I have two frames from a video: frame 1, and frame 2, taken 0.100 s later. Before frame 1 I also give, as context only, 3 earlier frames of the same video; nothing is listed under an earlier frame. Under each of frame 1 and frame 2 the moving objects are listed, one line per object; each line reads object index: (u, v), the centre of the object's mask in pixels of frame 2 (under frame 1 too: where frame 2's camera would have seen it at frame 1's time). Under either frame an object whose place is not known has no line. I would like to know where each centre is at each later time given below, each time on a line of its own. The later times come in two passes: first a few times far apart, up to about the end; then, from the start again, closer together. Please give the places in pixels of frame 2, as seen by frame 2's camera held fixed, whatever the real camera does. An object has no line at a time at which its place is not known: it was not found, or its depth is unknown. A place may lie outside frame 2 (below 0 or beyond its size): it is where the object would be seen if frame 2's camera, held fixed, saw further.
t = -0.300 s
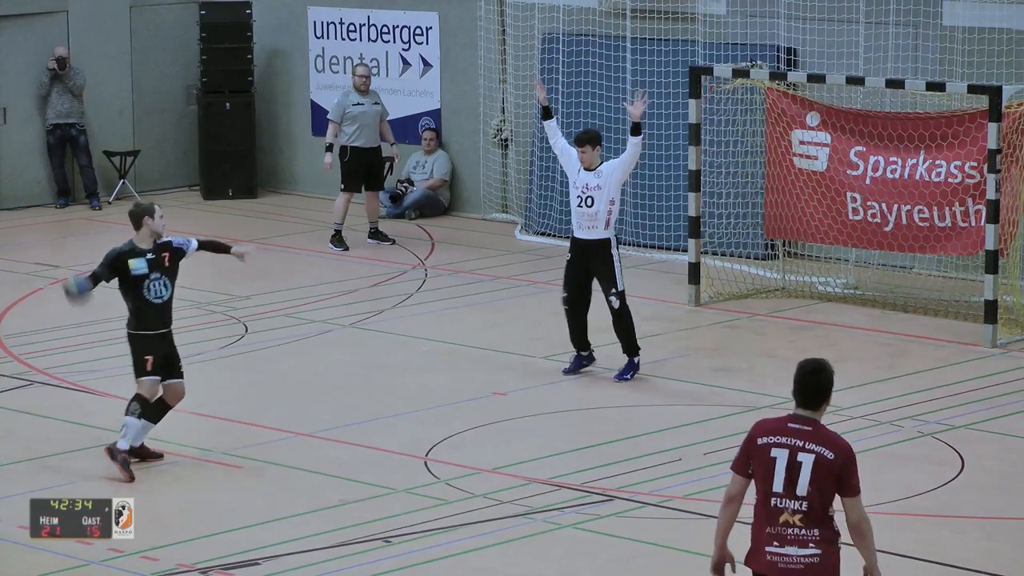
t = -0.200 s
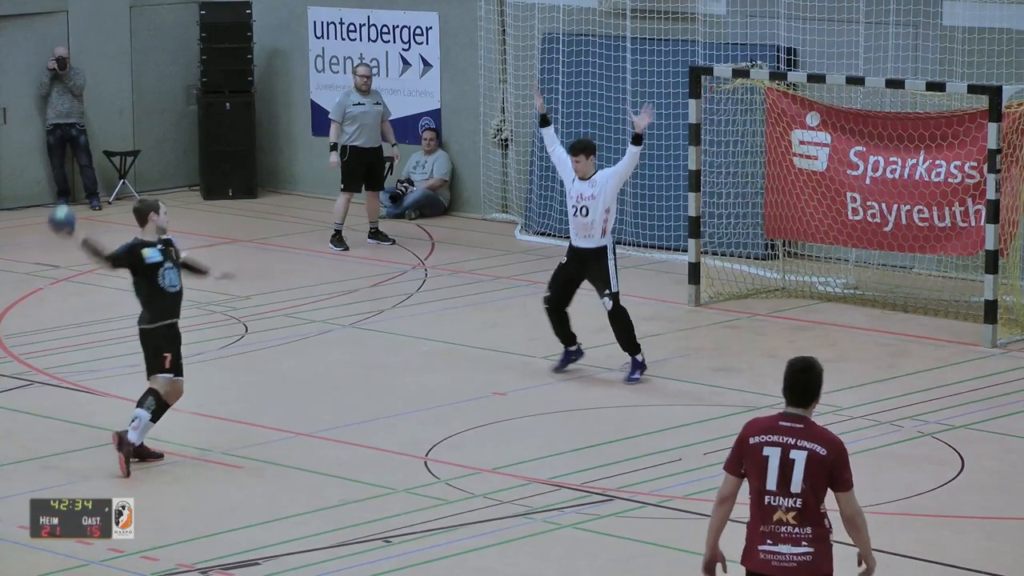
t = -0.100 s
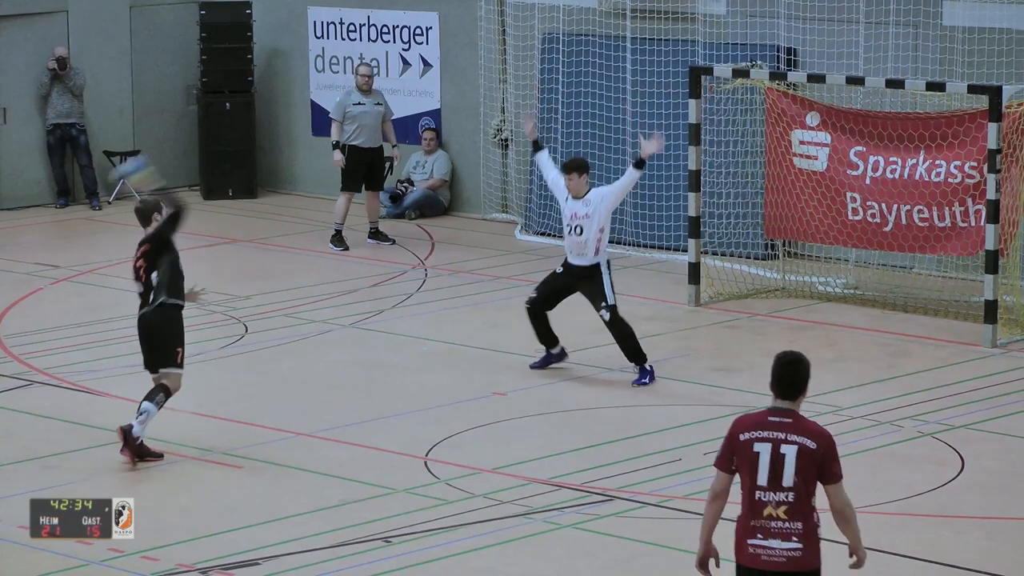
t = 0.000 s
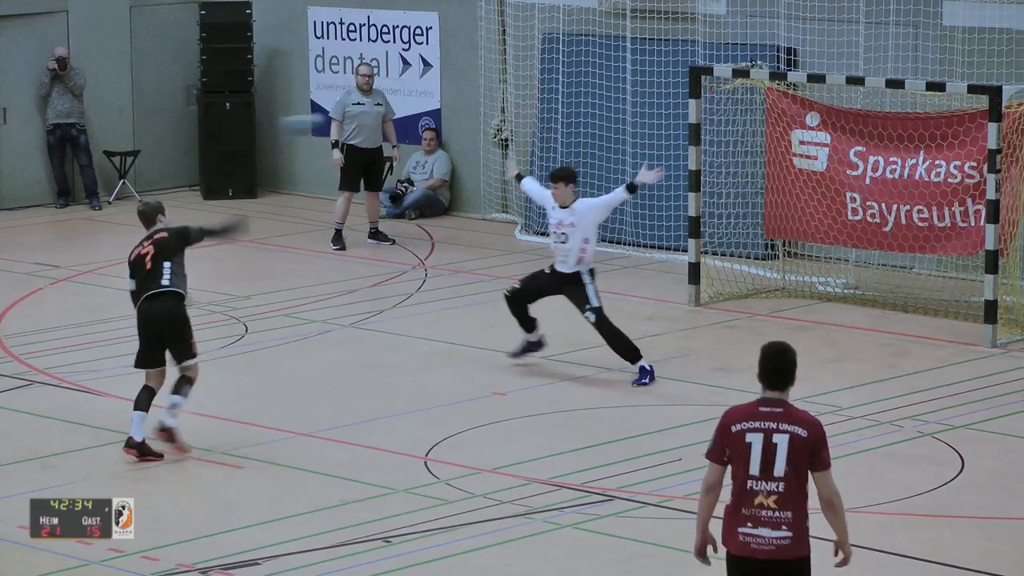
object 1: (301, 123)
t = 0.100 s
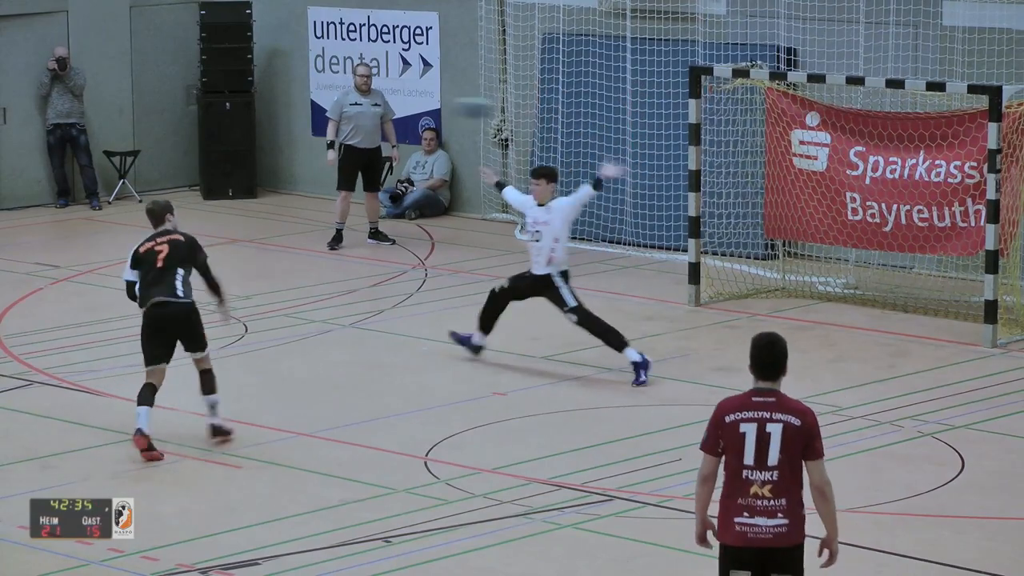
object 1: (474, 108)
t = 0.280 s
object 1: (732, 104)
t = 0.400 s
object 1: (873, 124)
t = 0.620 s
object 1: (905, 212)
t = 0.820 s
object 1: (903, 299)
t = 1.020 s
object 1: (887, 243)
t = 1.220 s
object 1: (871, 234)
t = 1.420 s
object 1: (854, 270)
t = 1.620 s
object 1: (839, 321)
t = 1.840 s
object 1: (828, 292)
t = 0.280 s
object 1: (732, 104)
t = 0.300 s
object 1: (756, 107)
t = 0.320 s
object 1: (782, 108)
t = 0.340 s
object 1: (806, 113)
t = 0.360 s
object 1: (831, 114)
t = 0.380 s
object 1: (853, 119)
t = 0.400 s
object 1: (873, 124)
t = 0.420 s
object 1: (886, 123)
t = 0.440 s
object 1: (895, 133)
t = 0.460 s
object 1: (899, 141)
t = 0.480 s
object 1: (900, 151)
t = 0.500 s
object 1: (902, 158)
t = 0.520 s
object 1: (906, 170)
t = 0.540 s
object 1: (906, 177)
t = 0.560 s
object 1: (906, 186)
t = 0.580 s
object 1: (906, 193)
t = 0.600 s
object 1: (907, 203)
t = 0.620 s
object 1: (905, 212)
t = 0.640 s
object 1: (904, 221)
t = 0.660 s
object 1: (906, 232)
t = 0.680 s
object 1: (904, 240)
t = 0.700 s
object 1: (909, 253)
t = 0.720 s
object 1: (907, 262)
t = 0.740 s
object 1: (906, 275)
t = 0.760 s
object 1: (905, 289)
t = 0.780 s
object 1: (905, 301)
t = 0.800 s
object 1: (904, 307)
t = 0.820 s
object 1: (903, 299)
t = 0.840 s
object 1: (901, 291)
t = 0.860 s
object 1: (900, 284)
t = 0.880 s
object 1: (898, 279)
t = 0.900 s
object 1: (897, 272)
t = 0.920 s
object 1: (894, 267)
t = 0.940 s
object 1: (893, 261)
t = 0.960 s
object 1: (892, 257)
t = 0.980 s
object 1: (890, 252)
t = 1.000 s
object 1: (889, 247)
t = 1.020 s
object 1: (887, 243)
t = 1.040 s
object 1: (886, 241)
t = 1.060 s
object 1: (884, 238)
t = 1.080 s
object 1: (883, 236)
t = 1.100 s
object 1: (881, 235)
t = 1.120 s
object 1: (878, 234)
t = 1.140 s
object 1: (877, 232)
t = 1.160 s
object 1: (876, 232)
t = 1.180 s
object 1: (875, 232)
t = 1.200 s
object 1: (873, 232)
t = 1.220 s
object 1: (871, 234)
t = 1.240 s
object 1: (869, 235)
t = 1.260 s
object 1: (868, 237)
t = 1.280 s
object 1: (866, 240)
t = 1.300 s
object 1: (865, 242)
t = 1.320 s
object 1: (863, 245)
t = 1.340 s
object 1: (861, 250)
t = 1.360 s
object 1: (860, 253)
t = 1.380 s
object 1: (858, 258)
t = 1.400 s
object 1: (856, 264)
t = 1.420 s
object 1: (854, 270)
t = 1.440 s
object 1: (852, 276)
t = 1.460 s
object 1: (851, 283)
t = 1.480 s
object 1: (848, 292)
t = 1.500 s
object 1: (847, 299)
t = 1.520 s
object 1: (846, 307)
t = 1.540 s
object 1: (843, 316)
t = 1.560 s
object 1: (842, 326)
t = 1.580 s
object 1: (841, 332)
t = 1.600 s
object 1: (839, 327)
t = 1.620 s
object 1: (839, 321)
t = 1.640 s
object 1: (837, 317)
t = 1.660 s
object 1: (836, 313)
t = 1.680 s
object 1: (835, 308)
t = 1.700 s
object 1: (835, 304)
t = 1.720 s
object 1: (834, 301)
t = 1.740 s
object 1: (833, 298)
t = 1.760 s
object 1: (832, 296)
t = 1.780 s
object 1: (831, 295)
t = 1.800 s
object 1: (830, 293)
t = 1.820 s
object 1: (829, 292)
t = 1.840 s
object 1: (828, 292)
